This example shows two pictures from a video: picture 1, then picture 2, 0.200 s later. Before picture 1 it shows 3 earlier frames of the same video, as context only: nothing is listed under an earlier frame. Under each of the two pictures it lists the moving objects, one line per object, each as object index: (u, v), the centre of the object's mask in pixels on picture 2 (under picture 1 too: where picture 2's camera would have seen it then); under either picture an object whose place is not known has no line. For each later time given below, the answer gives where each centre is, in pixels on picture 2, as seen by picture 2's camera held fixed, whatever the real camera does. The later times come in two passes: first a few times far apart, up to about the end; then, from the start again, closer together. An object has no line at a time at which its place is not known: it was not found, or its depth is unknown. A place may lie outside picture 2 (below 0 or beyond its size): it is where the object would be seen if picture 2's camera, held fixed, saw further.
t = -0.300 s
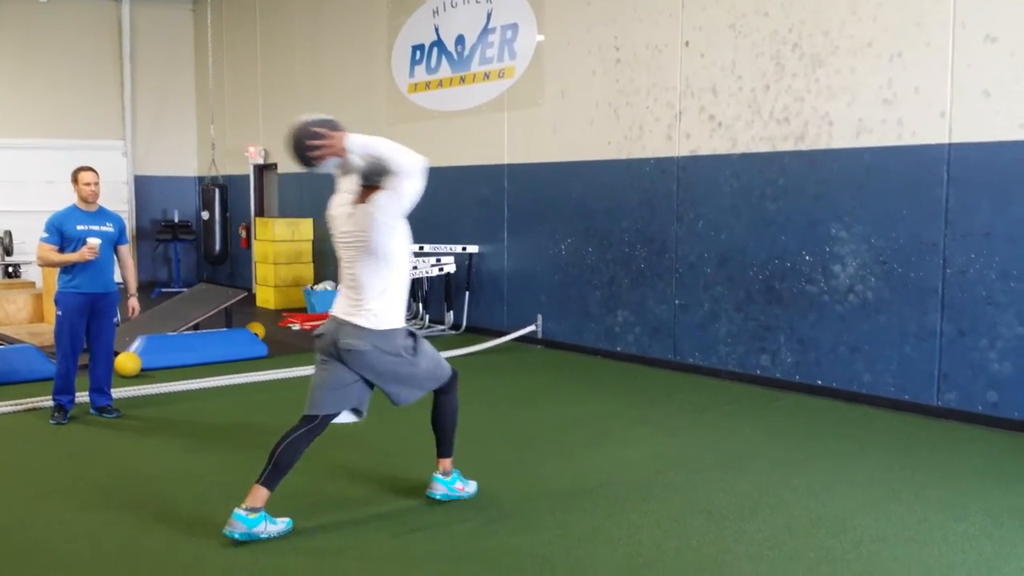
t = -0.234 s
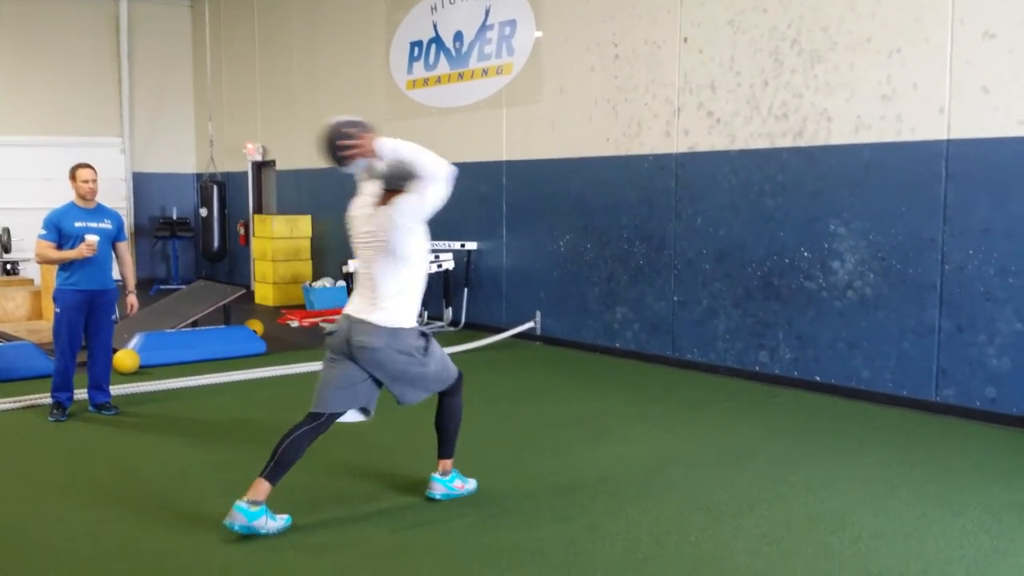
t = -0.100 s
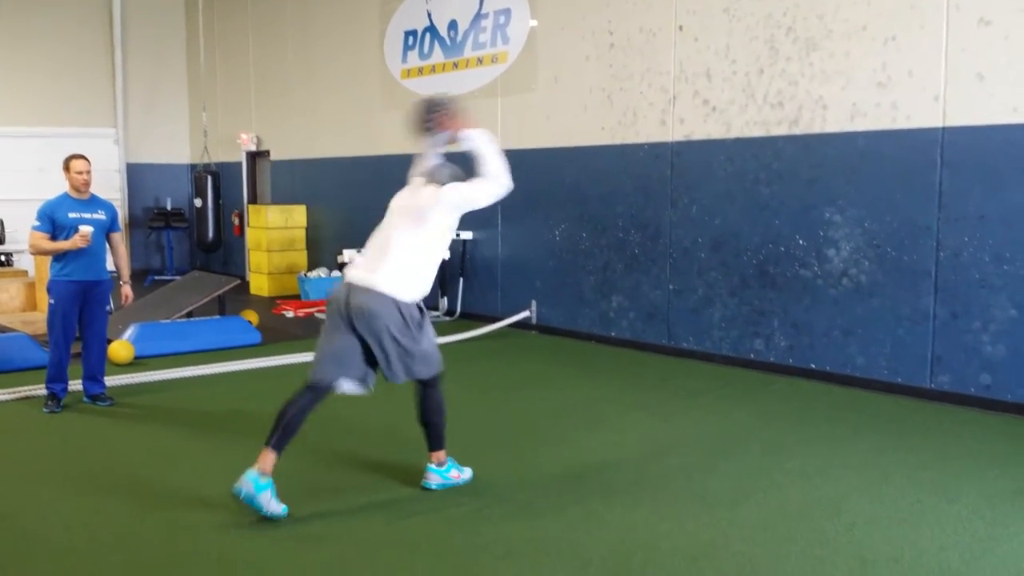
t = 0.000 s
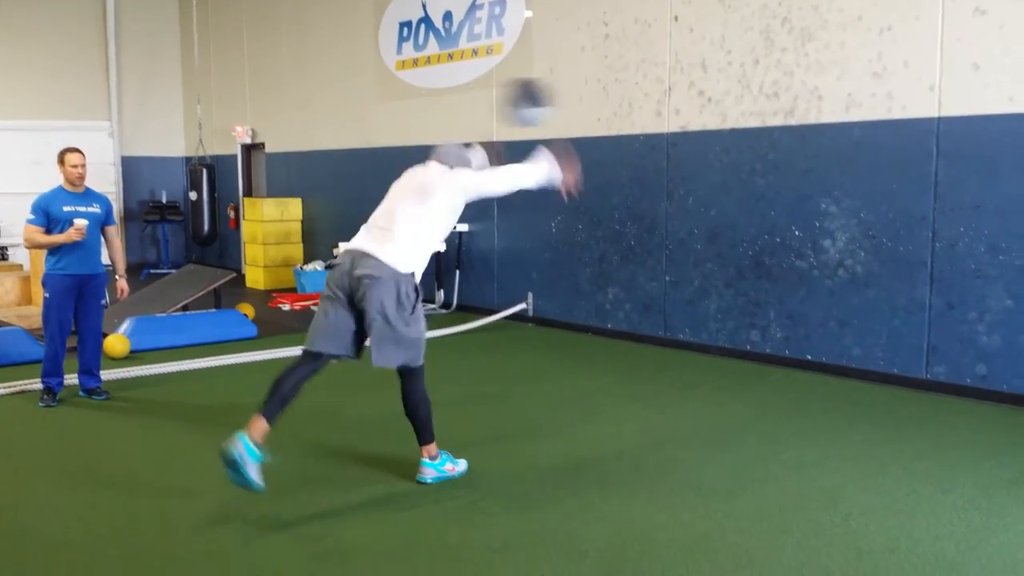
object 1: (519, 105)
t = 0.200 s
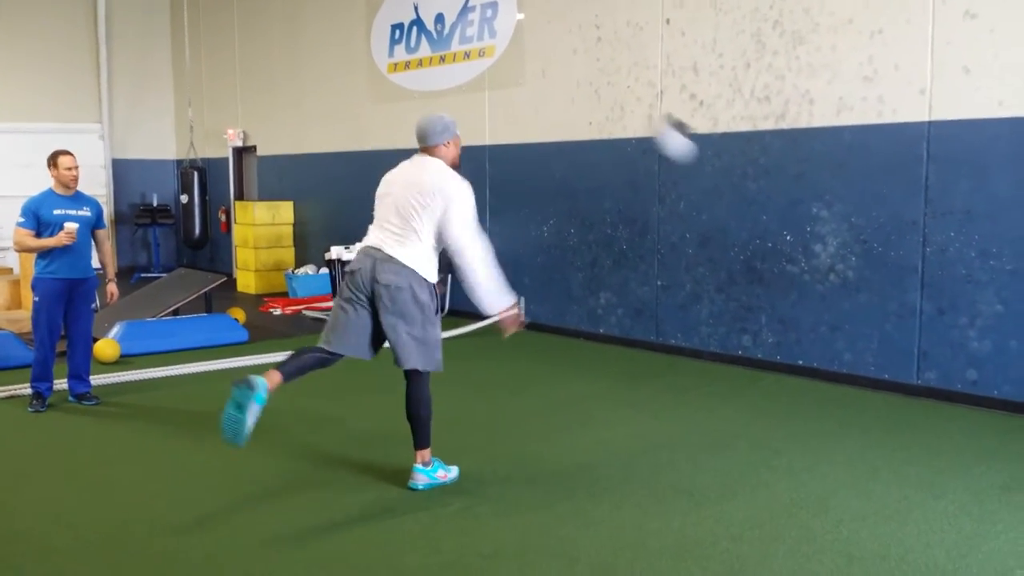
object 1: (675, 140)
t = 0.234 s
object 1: (695, 152)
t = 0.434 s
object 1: (796, 231)
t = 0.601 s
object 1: (713, 303)
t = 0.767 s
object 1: (622, 378)
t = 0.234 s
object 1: (695, 152)
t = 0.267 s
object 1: (714, 162)
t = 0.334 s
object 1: (752, 188)
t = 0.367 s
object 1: (769, 202)
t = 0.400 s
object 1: (786, 217)
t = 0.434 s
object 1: (796, 231)
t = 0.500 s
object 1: (763, 258)
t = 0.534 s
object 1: (747, 271)
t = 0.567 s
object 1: (731, 286)
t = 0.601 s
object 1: (713, 303)
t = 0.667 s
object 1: (676, 350)
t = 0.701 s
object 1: (656, 376)
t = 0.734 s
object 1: (636, 390)
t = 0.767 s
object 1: (622, 378)
